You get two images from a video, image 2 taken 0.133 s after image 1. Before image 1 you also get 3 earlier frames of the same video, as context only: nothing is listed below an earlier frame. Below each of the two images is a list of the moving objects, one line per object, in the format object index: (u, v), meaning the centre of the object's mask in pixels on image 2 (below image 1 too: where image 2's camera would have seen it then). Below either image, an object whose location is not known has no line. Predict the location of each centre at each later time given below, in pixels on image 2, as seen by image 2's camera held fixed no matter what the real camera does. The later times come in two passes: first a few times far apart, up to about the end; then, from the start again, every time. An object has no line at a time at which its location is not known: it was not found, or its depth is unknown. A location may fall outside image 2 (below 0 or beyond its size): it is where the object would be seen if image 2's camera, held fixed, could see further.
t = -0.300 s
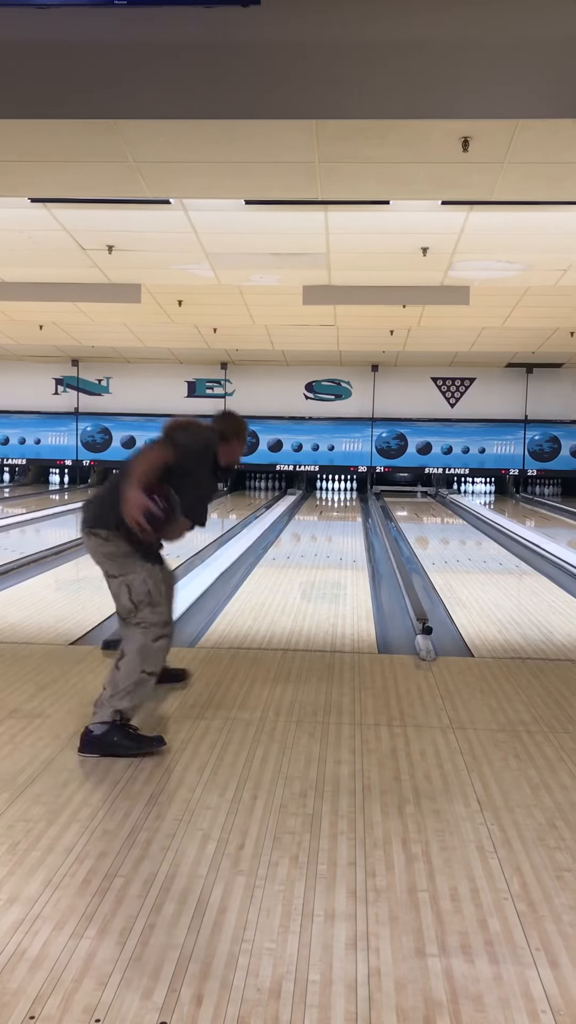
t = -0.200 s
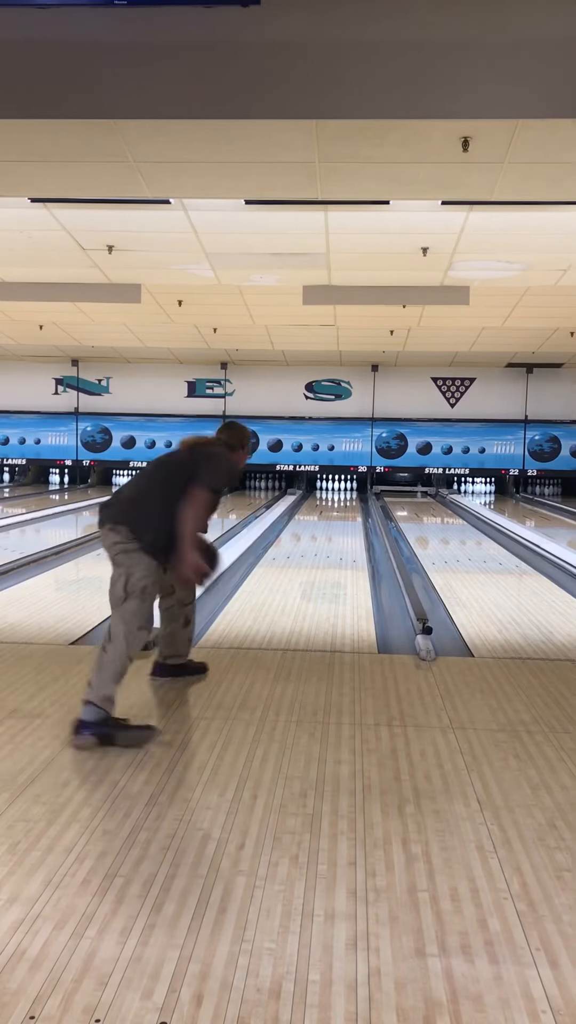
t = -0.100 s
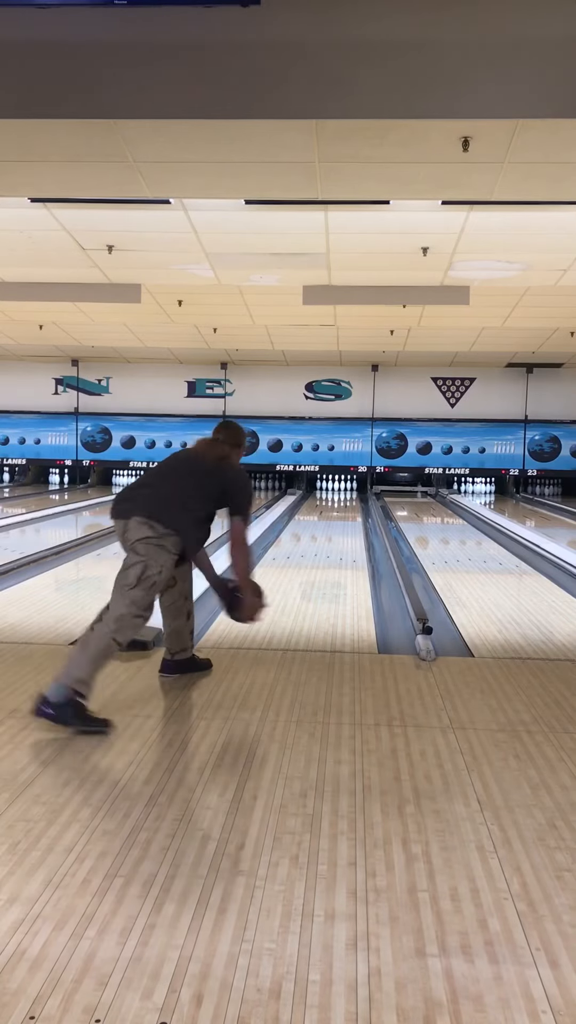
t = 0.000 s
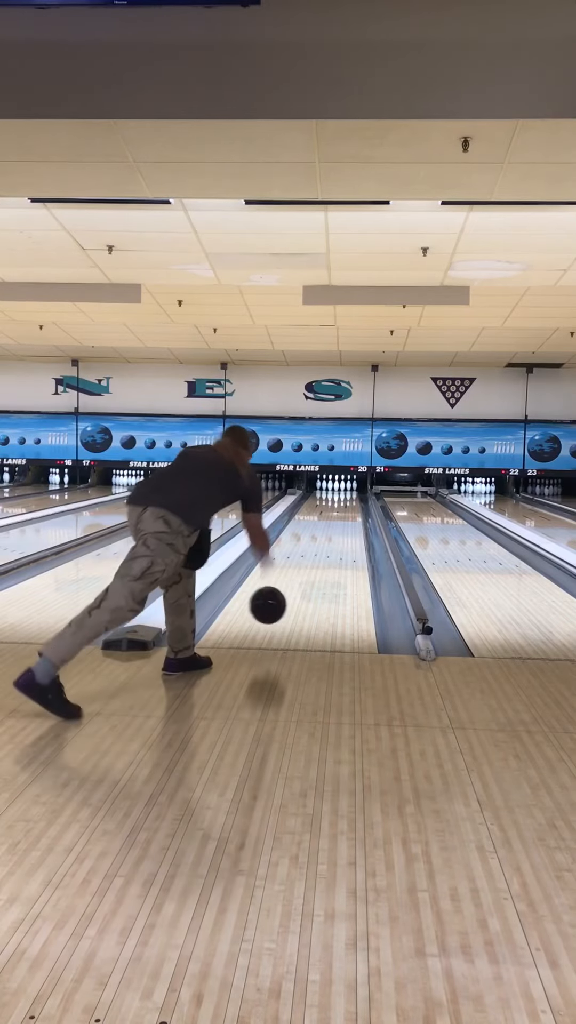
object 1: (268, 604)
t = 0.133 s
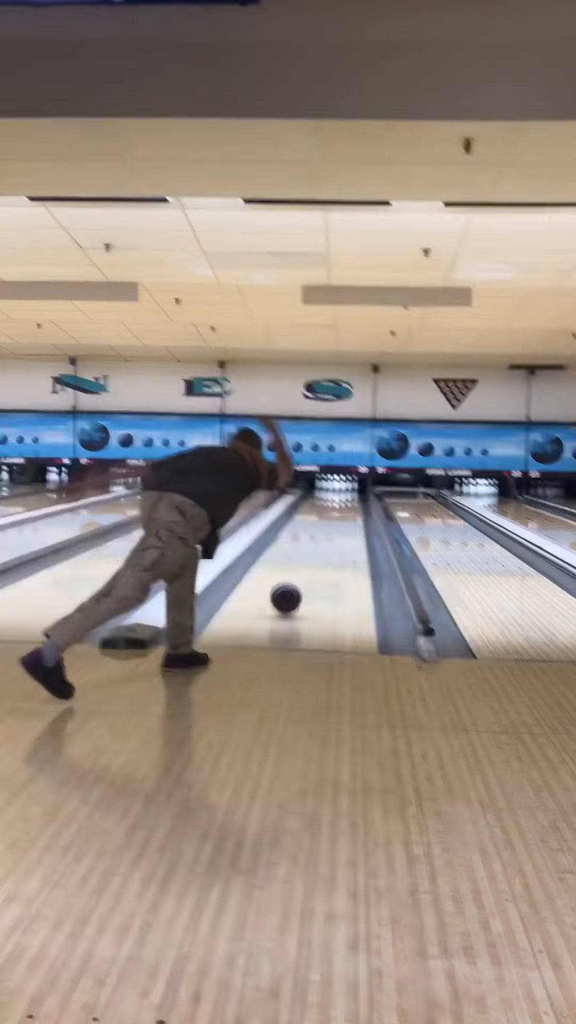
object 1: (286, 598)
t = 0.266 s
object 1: (300, 580)
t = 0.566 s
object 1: (321, 548)
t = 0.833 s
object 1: (332, 531)
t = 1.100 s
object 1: (339, 518)
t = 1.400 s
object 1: (344, 508)
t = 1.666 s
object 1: (347, 501)
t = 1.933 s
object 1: (347, 496)
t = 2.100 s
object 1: (345, 493)
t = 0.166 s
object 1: (291, 591)
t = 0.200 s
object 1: (294, 588)
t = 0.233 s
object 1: (297, 584)
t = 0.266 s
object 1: (300, 580)
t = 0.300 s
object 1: (303, 575)
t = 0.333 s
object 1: (306, 571)
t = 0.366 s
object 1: (309, 567)
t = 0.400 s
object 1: (311, 564)
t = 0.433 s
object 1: (313, 560)
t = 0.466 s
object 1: (315, 557)
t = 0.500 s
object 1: (317, 554)
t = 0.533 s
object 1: (319, 551)
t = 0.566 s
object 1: (321, 548)
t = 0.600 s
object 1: (322, 547)
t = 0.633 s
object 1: (324, 544)
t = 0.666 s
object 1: (325, 541)
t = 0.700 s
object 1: (327, 539)
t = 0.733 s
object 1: (328, 537)
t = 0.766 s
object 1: (329, 535)
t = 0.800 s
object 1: (331, 533)
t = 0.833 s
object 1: (332, 531)
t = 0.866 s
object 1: (333, 529)
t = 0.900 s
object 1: (334, 527)
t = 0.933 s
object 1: (335, 526)
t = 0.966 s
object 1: (336, 524)
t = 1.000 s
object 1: (336, 523)
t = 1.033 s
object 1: (337, 521)
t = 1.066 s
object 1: (338, 520)
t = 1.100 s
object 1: (339, 518)
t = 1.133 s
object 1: (340, 517)
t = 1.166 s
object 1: (340, 516)
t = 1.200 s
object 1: (341, 515)
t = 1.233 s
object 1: (342, 513)
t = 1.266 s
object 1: (342, 512)
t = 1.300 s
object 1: (342, 511)
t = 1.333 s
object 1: (343, 510)
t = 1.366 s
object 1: (344, 509)
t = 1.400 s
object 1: (344, 508)
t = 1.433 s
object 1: (345, 507)
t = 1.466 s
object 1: (345, 506)
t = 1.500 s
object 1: (345, 505)
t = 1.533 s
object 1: (346, 504)
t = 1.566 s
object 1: (346, 503)
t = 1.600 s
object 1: (346, 502)
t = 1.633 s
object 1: (347, 502)
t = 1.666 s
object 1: (347, 501)
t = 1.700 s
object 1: (347, 500)
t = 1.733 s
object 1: (347, 499)
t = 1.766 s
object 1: (347, 499)
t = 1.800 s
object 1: (347, 498)
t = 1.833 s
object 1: (347, 497)
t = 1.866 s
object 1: (347, 497)
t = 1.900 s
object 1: (347, 496)
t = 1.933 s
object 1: (347, 496)
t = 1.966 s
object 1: (347, 495)
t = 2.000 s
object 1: (346, 495)
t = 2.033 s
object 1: (346, 494)
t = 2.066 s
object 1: (346, 494)
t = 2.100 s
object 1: (345, 493)
